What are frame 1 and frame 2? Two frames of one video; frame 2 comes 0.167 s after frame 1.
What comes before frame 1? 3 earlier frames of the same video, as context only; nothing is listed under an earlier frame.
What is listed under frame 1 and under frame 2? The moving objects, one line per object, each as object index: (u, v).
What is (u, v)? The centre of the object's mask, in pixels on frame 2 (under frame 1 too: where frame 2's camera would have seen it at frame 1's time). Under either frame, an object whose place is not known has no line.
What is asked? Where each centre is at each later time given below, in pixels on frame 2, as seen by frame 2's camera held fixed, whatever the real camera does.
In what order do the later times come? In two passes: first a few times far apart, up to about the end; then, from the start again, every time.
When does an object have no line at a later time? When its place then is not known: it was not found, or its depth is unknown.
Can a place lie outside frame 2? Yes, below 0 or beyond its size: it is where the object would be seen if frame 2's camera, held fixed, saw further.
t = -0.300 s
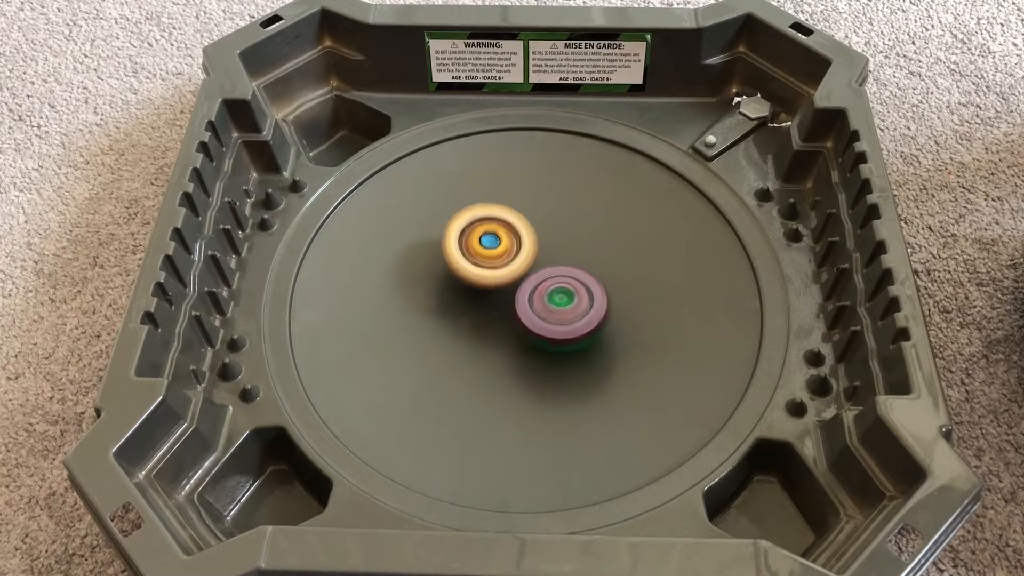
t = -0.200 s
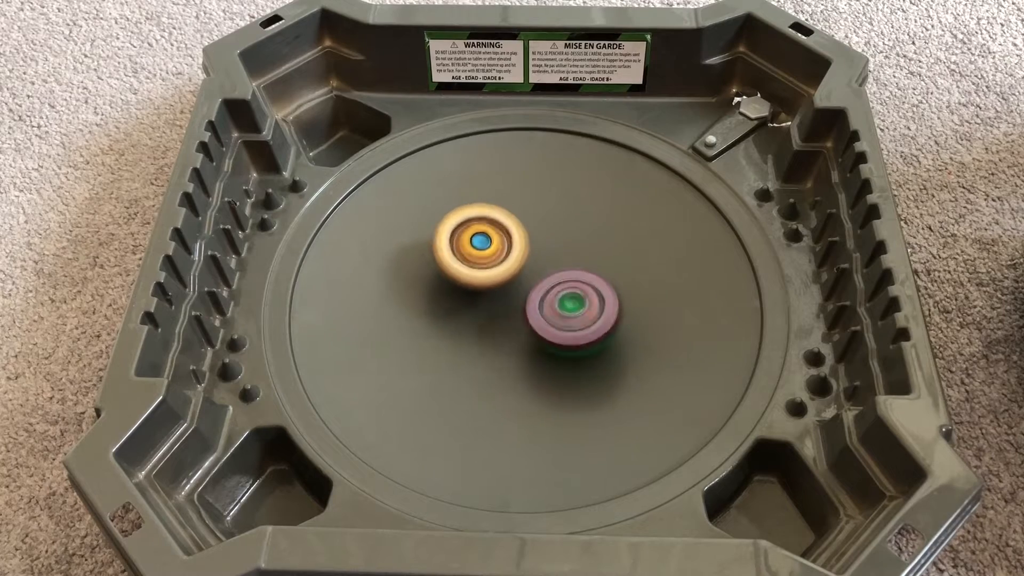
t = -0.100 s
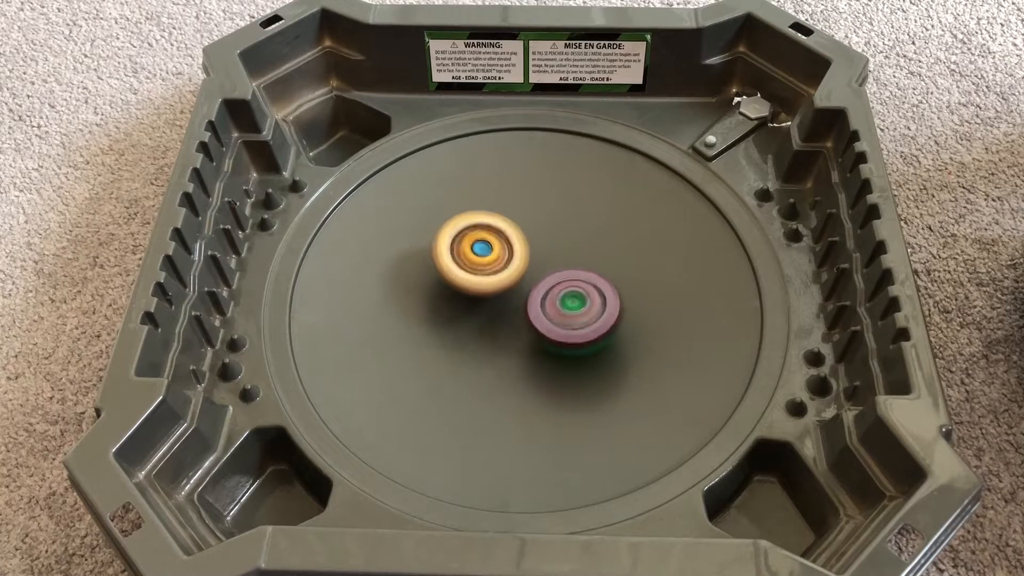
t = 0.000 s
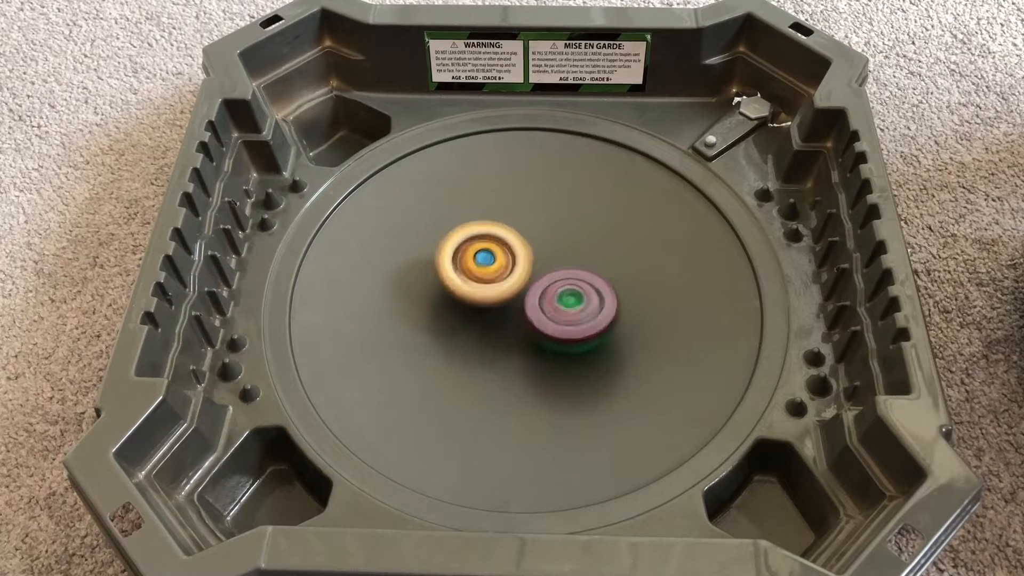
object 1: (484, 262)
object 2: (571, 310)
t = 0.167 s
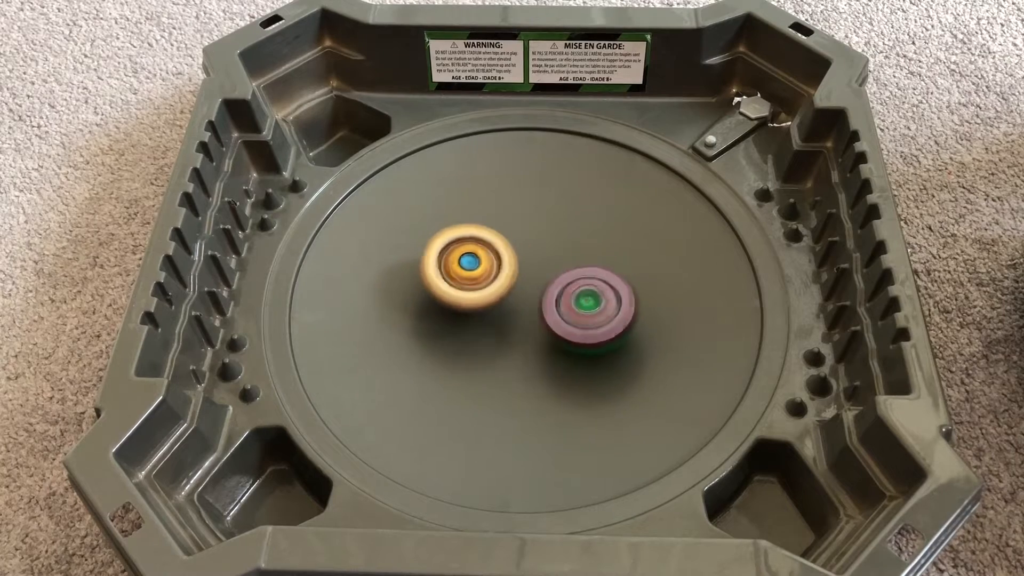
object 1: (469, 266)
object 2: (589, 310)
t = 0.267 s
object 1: (465, 269)
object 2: (591, 306)
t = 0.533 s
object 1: (476, 275)
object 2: (585, 298)
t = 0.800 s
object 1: (473, 271)
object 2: (573, 286)
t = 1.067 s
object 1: (467, 273)
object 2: (569, 271)
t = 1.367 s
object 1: (479, 282)
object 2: (575, 270)
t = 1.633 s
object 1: (486, 292)
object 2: (577, 265)
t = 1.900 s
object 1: (489, 303)
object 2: (577, 257)
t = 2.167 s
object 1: (498, 311)
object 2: (575, 249)
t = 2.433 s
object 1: (499, 319)
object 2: (564, 251)
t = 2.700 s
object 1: (496, 317)
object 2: (563, 251)
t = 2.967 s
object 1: (487, 312)
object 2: (563, 248)
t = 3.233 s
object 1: (476, 308)
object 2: (549, 256)
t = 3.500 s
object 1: (488, 306)
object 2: (549, 247)
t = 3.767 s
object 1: (502, 316)
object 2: (553, 239)
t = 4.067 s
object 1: (505, 328)
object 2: (557, 232)
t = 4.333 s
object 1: (506, 311)
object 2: (551, 239)
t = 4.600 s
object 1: (499, 305)
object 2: (552, 243)
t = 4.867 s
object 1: (483, 313)
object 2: (554, 248)
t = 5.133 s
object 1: (489, 313)
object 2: (546, 250)
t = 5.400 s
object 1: (497, 311)
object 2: (552, 248)
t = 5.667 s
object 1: (506, 306)
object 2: (558, 242)
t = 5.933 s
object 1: (508, 308)
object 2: (561, 242)
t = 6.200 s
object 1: (508, 319)
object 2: (552, 248)
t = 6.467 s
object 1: (516, 324)
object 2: (543, 240)
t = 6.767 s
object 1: (510, 326)
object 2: (533, 253)
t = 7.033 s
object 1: (525, 340)
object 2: (525, 238)
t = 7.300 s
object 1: (538, 318)
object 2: (524, 242)
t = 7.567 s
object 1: (541, 331)
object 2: (531, 240)
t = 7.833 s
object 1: (515, 345)
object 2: (522, 266)
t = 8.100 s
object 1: (517, 341)
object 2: (497, 273)
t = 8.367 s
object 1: (517, 341)
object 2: (499, 272)
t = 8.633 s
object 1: (517, 341)
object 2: (503, 272)
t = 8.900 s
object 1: (517, 341)
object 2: (503, 272)
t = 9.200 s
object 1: (517, 341)
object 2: (503, 272)
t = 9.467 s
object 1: (517, 342)
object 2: (503, 272)
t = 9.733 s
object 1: (517, 342)
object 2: (503, 272)
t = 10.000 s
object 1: (517, 341)
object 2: (503, 272)
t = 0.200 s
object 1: (466, 266)
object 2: (590, 309)
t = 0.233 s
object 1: (464, 268)
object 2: (590, 307)
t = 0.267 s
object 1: (465, 269)
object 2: (591, 306)
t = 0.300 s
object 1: (466, 269)
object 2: (589, 305)
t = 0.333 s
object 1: (468, 269)
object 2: (588, 305)
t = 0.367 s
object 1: (470, 270)
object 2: (585, 304)
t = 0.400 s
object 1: (473, 271)
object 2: (582, 304)
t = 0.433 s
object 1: (477, 273)
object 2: (579, 302)
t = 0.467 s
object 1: (480, 274)
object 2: (577, 300)
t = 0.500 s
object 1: (478, 274)
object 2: (582, 299)
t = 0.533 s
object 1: (476, 275)
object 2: (585, 298)
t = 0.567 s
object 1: (476, 274)
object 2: (586, 296)
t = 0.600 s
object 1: (475, 274)
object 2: (584, 294)
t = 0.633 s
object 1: (476, 273)
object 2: (582, 293)
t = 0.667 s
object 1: (477, 273)
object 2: (578, 291)
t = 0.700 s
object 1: (475, 273)
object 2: (575, 290)
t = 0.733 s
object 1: (472, 272)
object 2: (577, 289)
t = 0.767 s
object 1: (473, 273)
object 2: (575, 287)
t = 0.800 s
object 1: (473, 271)
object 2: (573, 286)
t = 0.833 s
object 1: (471, 271)
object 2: (572, 284)
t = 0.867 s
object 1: (469, 271)
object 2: (573, 281)
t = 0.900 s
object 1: (470, 271)
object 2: (572, 279)
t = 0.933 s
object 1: (470, 270)
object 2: (570, 277)
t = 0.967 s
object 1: (468, 270)
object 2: (570, 275)
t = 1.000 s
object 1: (466, 271)
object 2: (569, 274)
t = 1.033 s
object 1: (468, 272)
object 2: (568, 272)
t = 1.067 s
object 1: (467, 273)
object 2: (569, 271)
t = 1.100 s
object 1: (467, 274)
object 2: (570, 271)
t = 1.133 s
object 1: (469, 274)
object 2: (569, 269)
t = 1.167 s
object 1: (471, 275)
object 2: (569, 270)
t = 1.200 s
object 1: (471, 276)
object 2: (571, 269)
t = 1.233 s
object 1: (472, 278)
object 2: (572, 269)
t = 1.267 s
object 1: (475, 278)
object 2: (572, 269)
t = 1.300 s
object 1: (476, 280)
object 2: (573, 269)
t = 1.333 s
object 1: (477, 281)
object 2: (574, 270)
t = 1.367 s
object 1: (479, 282)
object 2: (575, 270)
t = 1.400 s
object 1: (479, 283)
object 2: (576, 269)
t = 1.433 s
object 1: (480, 285)
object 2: (577, 268)
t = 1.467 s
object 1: (482, 286)
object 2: (577, 268)
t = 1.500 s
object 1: (482, 288)
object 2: (578, 267)
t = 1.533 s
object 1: (482, 290)
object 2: (580, 266)
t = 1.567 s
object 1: (484, 290)
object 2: (579, 266)
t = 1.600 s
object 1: (485, 291)
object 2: (578, 266)
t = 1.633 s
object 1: (486, 292)
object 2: (577, 265)
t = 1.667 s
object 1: (487, 294)
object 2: (576, 265)
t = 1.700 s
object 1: (488, 295)
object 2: (576, 263)
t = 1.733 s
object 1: (489, 296)
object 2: (576, 262)
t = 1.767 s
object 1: (488, 297)
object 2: (575, 261)
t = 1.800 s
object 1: (488, 298)
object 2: (575, 260)
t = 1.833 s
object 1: (489, 299)
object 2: (574, 259)
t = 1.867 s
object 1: (487, 302)
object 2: (576, 258)
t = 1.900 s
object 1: (489, 303)
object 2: (577, 257)
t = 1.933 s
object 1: (490, 303)
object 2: (576, 256)
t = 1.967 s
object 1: (493, 303)
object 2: (575, 256)
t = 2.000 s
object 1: (496, 302)
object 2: (573, 256)
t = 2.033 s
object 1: (498, 303)
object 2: (574, 256)
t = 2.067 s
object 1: (497, 307)
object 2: (576, 252)
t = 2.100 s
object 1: (498, 309)
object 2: (576, 250)
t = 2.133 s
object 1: (497, 310)
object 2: (576, 249)
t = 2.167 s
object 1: (498, 311)
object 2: (575, 249)
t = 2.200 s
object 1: (500, 311)
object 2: (572, 251)
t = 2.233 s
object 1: (501, 311)
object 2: (569, 252)
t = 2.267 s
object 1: (501, 311)
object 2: (567, 253)
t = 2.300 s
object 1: (501, 313)
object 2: (567, 254)
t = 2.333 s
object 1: (503, 314)
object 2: (566, 254)
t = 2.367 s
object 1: (502, 312)
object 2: (564, 254)
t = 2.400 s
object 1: (504, 314)
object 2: (562, 254)
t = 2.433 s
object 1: (499, 319)
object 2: (564, 251)
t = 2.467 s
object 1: (496, 322)
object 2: (567, 247)
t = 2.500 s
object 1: (495, 323)
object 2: (567, 246)
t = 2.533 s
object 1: (492, 325)
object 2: (566, 245)
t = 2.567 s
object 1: (492, 325)
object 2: (565, 245)
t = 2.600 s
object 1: (492, 323)
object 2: (565, 245)
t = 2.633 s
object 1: (492, 321)
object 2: (565, 248)
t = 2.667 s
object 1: (492, 321)
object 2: (564, 249)
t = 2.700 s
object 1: (496, 317)
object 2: (563, 251)
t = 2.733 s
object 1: (497, 314)
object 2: (562, 253)
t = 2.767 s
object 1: (498, 312)
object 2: (563, 253)
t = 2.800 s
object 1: (498, 311)
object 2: (565, 252)
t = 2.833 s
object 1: (497, 311)
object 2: (566, 252)
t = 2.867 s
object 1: (497, 308)
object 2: (563, 253)
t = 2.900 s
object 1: (496, 308)
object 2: (560, 252)
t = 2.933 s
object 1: (492, 310)
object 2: (561, 251)
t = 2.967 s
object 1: (487, 312)
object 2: (563, 248)
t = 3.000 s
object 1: (481, 312)
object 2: (565, 244)
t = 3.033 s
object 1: (479, 314)
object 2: (560, 248)
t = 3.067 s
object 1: (476, 313)
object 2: (560, 249)
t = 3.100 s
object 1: (474, 314)
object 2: (556, 252)
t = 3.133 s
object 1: (475, 313)
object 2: (555, 252)
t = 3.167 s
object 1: (475, 312)
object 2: (553, 255)
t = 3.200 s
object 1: (475, 310)
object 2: (550, 255)
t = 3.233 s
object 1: (476, 308)
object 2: (549, 256)
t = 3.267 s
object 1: (480, 308)
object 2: (547, 255)
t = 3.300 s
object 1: (478, 310)
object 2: (550, 253)
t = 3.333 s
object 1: (479, 310)
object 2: (551, 250)
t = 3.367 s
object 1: (480, 310)
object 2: (551, 249)
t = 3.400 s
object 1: (480, 308)
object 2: (550, 249)
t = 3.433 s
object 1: (482, 308)
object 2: (550, 248)
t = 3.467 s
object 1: (486, 307)
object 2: (549, 248)
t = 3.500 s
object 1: (488, 306)
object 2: (549, 247)
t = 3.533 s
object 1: (492, 307)
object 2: (550, 246)
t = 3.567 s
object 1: (494, 307)
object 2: (551, 245)
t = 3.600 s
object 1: (496, 307)
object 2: (550, 244)
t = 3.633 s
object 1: (496, 311)
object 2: (553, 241)
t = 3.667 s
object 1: (496, 313)
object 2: (554, 240)
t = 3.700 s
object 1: (498, 315)
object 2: (555, 240)
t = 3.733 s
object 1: (500, 315)
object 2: (555, 239)
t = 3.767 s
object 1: (502, 316)
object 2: (553, 239)
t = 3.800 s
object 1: (504, 315)
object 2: (553, 243)
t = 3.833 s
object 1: (508, 314)
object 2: (551, 244)
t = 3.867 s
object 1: (510, 313)
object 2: (551, 244)
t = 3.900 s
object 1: (510, 320)
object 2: (555, 239)
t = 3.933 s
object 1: (507, 324)
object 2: (559, 234)
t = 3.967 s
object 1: (506, 327)
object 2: (563, 230)
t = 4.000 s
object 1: (506, 328)
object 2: (561, 231)
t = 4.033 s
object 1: (505, 329)
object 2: (558, 231)
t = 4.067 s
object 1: (505, 328)
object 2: (557, 232)
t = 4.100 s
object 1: (505, 326)
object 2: (556, 237)
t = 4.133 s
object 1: (506, 324)
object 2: (555, 238)
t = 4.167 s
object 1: (507, 320)
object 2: (554, 241)
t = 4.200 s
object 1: (507, 317)
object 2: (551, 243)
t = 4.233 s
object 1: (509, 313)
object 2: (550, 243)
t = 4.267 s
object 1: (508, 311)
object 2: (550, 241)
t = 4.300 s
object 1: (508, 310)
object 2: (551, 241)
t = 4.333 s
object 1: (506, 311)
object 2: (551, 239)
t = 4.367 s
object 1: (504, 311)
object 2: (552, 238)
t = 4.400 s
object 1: (503, 311)
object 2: (552, 236)
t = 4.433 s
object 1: (502, 310)
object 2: (551, 235)
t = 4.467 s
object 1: (501, 310)
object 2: (549, 235)
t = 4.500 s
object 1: (501, 309)
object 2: (550, 238)
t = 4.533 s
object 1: (500, 308)
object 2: (552, 237)
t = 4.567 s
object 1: (499, 307)
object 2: (552, 240)
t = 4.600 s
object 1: (499, 305)
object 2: (552, 243)
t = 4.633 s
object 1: (497, 307)
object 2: (554, 243)
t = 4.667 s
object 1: (496, 306)
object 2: (556, 244)
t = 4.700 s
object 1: (493, 305)
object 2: (556, 247)
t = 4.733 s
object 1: (491, 306)
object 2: (553, 247)
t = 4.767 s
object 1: (491, 307)
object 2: (552, 250)
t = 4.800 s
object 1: (489, 308)
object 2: (550, 250)
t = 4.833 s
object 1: (486, 310)
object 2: (552, 248)
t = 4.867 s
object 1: (483, 313)
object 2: (554, 248)
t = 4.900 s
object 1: (482, 315)
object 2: (554, 247)
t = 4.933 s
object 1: (482, 315)
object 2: (551, 249)
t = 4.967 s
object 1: (481, 316)
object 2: (547, 251)
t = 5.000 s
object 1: (482, 315)
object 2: (544, 254)
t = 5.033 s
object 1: (483, 314)
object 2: (544, 253)
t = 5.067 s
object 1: (485, 313)
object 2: (543, 253)
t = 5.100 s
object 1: (488, 314)
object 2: (544, 252)
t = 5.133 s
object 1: (489, 313)
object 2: (546, 250)
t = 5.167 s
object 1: (488, 316)
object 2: (550, 249)
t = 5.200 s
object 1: (487, 316)
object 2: (554, 247)
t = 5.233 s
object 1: (488, 317)
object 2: (552, 247)
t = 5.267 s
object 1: (490, 317)
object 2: (550, 247)
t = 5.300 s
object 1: (491, 316)
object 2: (549, 246)
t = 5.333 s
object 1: (494, 315)
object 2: (551, 248)
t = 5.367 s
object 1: (496, 312)
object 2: (552, 248)
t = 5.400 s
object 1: (497, 311)
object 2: (552, 248)
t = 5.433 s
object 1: (501, 311)
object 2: (552, 248)
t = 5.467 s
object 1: (502, 311)
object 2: (553, 247)
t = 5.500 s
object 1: (504, 310)
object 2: (554, 248)
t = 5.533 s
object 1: (503, 309)
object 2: (555, 249)
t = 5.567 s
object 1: (502, 310)
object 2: (559, 247)
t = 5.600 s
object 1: (506, 310)
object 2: (561, 246)
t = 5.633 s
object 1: (506, 308)
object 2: (561, 244)
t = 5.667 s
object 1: (506, 306)
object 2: (558, 242)
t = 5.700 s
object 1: (507, 304)
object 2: (556, 239)
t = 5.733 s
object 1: (510, 302)
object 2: (556, 237)
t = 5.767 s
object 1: (512, 304)
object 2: (558, 237)
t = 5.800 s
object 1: (511, 307)
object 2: (561, 234)
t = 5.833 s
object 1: (511, 306)
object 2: (566, 236)
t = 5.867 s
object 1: (510, 306)
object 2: (569, 237)
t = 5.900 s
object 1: (508, 308)
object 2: (566, 241)
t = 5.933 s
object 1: (508, 308)
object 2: (561, 242)
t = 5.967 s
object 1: (509, 307)
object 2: (557, 244)
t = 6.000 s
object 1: (509, 312)
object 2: (559, 246)
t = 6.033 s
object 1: (509, 314)
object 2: (556, 246)
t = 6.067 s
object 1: (508, 313)
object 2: (556, 248)
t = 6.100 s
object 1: (506, 314)
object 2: (554, 249)
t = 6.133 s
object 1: (505, 317)
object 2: (553, 250)
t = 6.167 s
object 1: (504, 318)
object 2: (551, 249)
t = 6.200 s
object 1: (508, 319)
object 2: (552, 248)
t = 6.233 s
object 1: (509, 318)
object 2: (551, 247)
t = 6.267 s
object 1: (507, 317)
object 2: (551, 247)
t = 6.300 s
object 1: (511, 316)
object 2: (550, 246)
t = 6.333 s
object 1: (514, 314)
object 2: (547, 245)
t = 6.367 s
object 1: (512, 316)
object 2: (543, 245)
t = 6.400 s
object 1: (515, 322)
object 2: (541, 245)
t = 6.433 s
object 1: (516, 325)
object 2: (541, 243)
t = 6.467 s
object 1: (516, 324)
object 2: (543, 240)
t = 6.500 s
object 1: (517, 323)
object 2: (545, 240)
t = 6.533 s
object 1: (515, 321)
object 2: (547, 243)
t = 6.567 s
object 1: (511, 319)
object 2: (548, 243)
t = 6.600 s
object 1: (509, 316)
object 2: (546, 243)
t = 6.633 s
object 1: (505, 318)
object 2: (541, 246)
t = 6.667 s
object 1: (502, 320)
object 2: (536, 248)
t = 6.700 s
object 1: (504, 323)
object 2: (536, 251)
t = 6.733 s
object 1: (506, 326)
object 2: (535, 252)
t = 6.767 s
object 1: (510, 326)
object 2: (533, 253)
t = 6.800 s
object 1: (517, 328)
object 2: (531, 255)
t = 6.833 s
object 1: (518, 331)
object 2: (530, 254)
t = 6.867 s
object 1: (519, 335)
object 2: (529, 248)
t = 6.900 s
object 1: (520, 341)
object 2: (527, 244)
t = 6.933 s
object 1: (519, 341)
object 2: (525, 241)
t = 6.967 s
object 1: (521, 344)
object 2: (526, 237)
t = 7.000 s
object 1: (521, 343)
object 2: (527, 238)
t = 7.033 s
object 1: (525, 340)
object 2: (525, 238)
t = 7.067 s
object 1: (526, 336)
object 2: (524, 239)
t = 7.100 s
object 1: (528, 332)
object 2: (525, 241)
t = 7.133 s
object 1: (529, 326)
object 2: (528, 243)
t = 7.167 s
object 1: (531, 323)
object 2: (528, 246)
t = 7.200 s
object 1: (536, 323)
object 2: (526, 246)
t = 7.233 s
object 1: (537, 323)
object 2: (526, 244)
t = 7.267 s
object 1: (538, 321)
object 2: (526, 243)
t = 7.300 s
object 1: (538, 318)
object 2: (524, 242)
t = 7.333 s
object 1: (538, 320)
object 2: (526, 241)
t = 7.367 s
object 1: (543, 320)
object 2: (527, 240)
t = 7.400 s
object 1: (544, 318)
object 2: (528, 239)
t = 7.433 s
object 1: (546, 315)
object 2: (529, 239)
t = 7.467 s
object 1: (547, 314)
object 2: (528, 241)
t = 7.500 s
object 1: (548, 319)
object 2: (528, 239)
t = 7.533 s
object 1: (545, 325)
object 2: (529, 238)
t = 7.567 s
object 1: (541, 331)
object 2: (531, 240)
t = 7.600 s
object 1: (537, 337)
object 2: (530, 242)
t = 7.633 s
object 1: (533, 341)
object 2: (531, 246)
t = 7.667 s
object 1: (529, 343)
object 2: (532, 249)
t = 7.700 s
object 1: (524, 344)
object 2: (532, 253)
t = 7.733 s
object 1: (521, 344)
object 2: (531, 257)
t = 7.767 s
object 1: (519, 345)
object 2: (528, 260)
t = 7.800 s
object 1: (516, 345)
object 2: (526, 263)
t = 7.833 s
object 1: (515, 345)
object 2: (522, 266)
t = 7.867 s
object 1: (516, 343)
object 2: (519, 267)
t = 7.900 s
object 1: (518, 342)
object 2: (514, 269)
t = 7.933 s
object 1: (518, 341)
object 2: (509, 271)
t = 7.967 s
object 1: (518, 341)
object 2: (506, 272)
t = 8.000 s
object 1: (516, 342)
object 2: (503, 273)
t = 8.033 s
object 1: (516, 342)
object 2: (500, 273)
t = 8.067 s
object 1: (517, 342)
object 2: (498, 273)
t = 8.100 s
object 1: (517, 341)
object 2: (497, 273)
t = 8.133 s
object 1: (517, 341)
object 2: (496, 273)
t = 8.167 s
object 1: (517, 341)
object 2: (495, 273)
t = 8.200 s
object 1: (517, 341)
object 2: (495, 273)
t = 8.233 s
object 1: (517, 341)
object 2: (496, 273)
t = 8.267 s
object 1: (517, 341)
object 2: (497, 273)
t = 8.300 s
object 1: (517, 341)
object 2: (497, 272)
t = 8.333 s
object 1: (517, 341)
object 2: (498, 272)
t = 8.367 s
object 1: (517, 341)
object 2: (499, 272)
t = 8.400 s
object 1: (517, 341)
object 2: (501, 272)
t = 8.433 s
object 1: (517, 341)
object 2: (503, 272)
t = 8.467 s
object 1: (517, 341)
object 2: (503, 272)
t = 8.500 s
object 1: (517, 341)
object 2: (503, 272)
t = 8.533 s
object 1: (517, 341)
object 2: (503, 272)
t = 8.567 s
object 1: (517, 341)
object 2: (503, 272)
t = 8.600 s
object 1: (517, 341)
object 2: (503, 272)
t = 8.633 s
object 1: (517, 341)
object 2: (503, 272)
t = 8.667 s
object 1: (517, 341)
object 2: (503, 272)
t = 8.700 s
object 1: (517, 341)
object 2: (503, 272)
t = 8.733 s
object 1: (517, 341)
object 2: (503, 272)
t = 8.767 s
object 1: (517, 341)
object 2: (503, 272)
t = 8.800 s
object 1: (517, 341)
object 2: (503, 272)
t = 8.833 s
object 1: (517, 341)
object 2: (503, 272)
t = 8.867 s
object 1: (517, 341)
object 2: (503, 272)
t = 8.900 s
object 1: (517, 341)
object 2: (503, 272)
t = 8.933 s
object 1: (517, 341)
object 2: (503, 272)
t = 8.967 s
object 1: (517, 341)
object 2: (503, 272)
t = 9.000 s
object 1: (517, 341)
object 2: (503, 272)
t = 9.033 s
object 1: (517, 341)
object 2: (503, 272)
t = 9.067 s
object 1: (517, 341)
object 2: (503, 272)
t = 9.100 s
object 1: (517, 342)
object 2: (503, 272)
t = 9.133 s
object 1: (517, 341)
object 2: (503, 272)
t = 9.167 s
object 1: (517, 342)
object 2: (503, 272)
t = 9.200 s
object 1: (517, 341)
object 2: (503, 272)
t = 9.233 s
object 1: (517, 342)
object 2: (503, 272)
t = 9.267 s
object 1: (517, 342)
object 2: (503, 272)
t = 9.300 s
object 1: (517, 342)
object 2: (503, 272)
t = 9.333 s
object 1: (517, 341)
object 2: (503, 272)
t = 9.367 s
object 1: (517, 341)
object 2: (503, 272)
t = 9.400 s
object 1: (517, 341)
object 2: (503, 272)
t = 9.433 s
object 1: (517, 342)
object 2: (503, 272)
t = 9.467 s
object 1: (517, 342)
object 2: (503, 272)
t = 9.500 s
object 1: (517, 342)
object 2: (503, 272)
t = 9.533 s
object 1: (517, 342)
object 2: (503, 272)
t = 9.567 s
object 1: (517, 341)
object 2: (503, 272)
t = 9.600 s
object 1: (517, 341)
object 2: (503, 272)
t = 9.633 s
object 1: (517, 341)
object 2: (503, 271)
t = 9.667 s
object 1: (517, 342)
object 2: (503, 272)
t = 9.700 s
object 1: (517, 341)
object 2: (503, 272)
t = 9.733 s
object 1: (517, 342)
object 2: (503, 272)
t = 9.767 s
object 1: (517, 342)
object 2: (503, 272)
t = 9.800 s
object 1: (517, 342)
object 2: (503, 272)
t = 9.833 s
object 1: (517, 342)
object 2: (503, 272)
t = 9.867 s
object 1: (517, 342)
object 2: (503, 272)
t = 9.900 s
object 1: (517, 341)
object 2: (503, 272)
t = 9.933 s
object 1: (517, 341)
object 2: (503, 272)
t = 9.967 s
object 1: (517, 341)
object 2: (503, 272)
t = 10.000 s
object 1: (517, 341)
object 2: (503, 272)
